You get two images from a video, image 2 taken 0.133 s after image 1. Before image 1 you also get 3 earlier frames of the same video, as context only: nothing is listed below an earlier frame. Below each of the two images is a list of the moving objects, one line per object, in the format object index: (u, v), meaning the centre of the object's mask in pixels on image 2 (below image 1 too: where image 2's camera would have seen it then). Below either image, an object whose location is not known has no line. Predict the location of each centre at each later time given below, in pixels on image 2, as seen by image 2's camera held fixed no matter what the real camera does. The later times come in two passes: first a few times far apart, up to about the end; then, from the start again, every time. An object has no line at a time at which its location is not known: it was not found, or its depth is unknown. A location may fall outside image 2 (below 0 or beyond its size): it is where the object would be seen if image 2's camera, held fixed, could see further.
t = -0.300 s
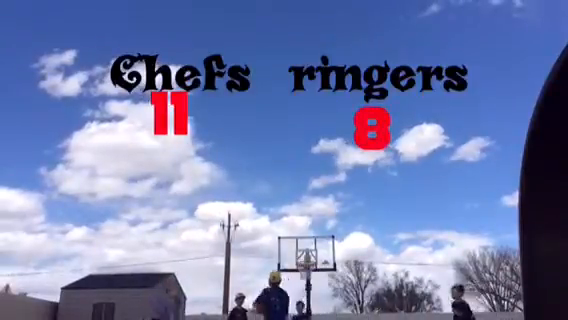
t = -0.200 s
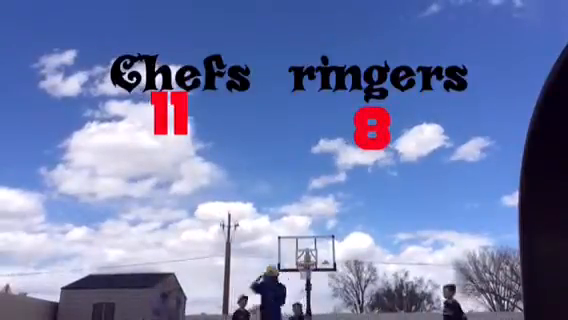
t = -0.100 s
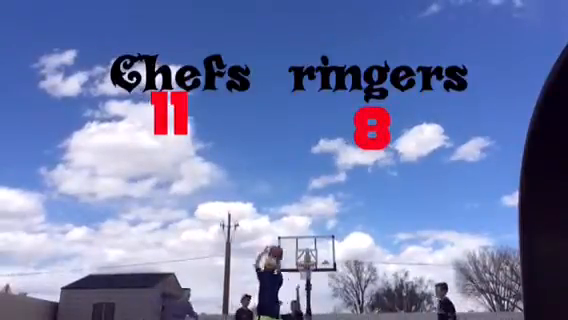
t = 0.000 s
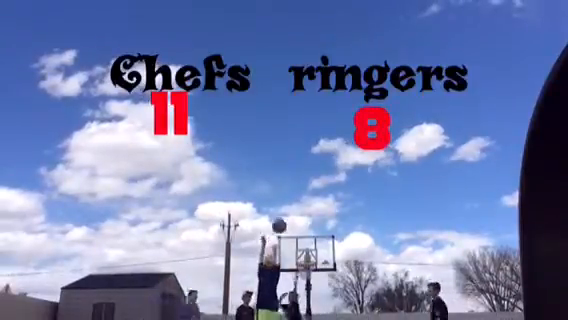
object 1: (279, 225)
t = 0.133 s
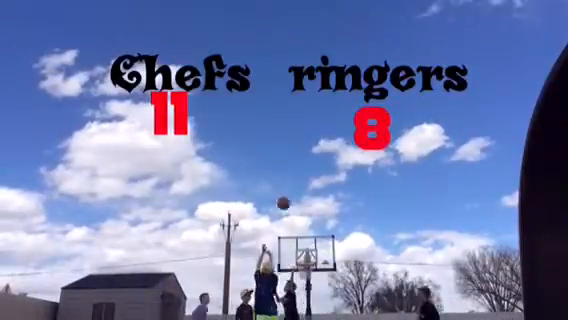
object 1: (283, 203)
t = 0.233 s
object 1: (286, 194)
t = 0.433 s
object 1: (291, 193)
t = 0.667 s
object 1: (297, 212)
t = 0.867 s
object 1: (300, 245)
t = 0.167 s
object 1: (284, 199)
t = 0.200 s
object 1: (286, 197)
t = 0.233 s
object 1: (286, 194)
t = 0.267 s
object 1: (287, 193)
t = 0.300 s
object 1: (288, 191)
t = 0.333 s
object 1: (288, 191)
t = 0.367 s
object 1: (288, 192)
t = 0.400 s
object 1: (290, 191)
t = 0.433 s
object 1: (291, 193)
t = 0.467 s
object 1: (292, 194)
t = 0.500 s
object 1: (292, 195)
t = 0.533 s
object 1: (293, 198)
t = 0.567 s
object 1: (294, 200)
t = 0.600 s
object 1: (295, 204)
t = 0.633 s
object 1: (296, 208)
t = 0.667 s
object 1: (297, 212)
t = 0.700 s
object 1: (297, 216)
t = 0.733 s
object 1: (298, 221)
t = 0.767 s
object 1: (298, 226)
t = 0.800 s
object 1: (299, 232)
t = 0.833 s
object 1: (300, 238)
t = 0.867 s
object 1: (300, 245)
